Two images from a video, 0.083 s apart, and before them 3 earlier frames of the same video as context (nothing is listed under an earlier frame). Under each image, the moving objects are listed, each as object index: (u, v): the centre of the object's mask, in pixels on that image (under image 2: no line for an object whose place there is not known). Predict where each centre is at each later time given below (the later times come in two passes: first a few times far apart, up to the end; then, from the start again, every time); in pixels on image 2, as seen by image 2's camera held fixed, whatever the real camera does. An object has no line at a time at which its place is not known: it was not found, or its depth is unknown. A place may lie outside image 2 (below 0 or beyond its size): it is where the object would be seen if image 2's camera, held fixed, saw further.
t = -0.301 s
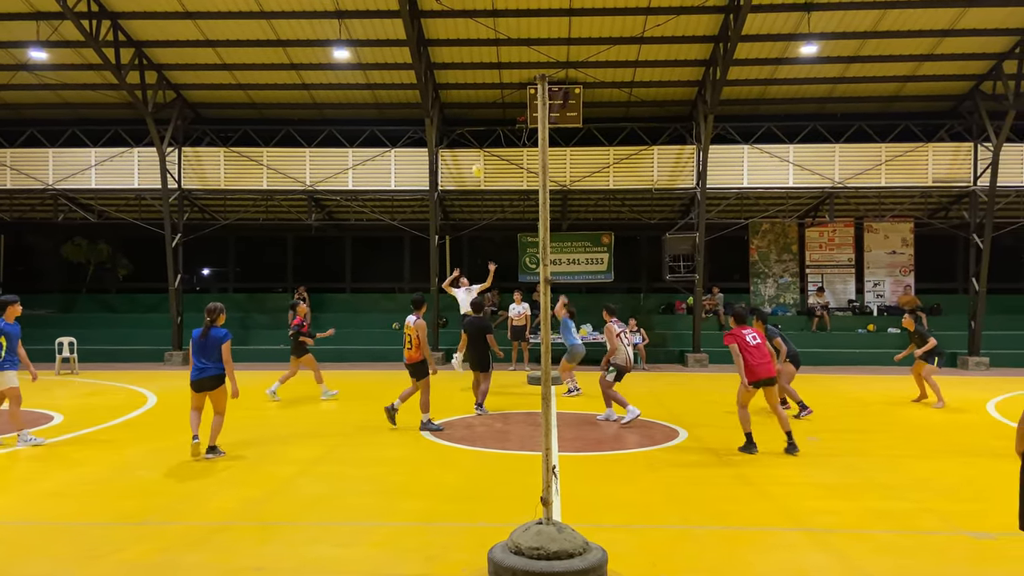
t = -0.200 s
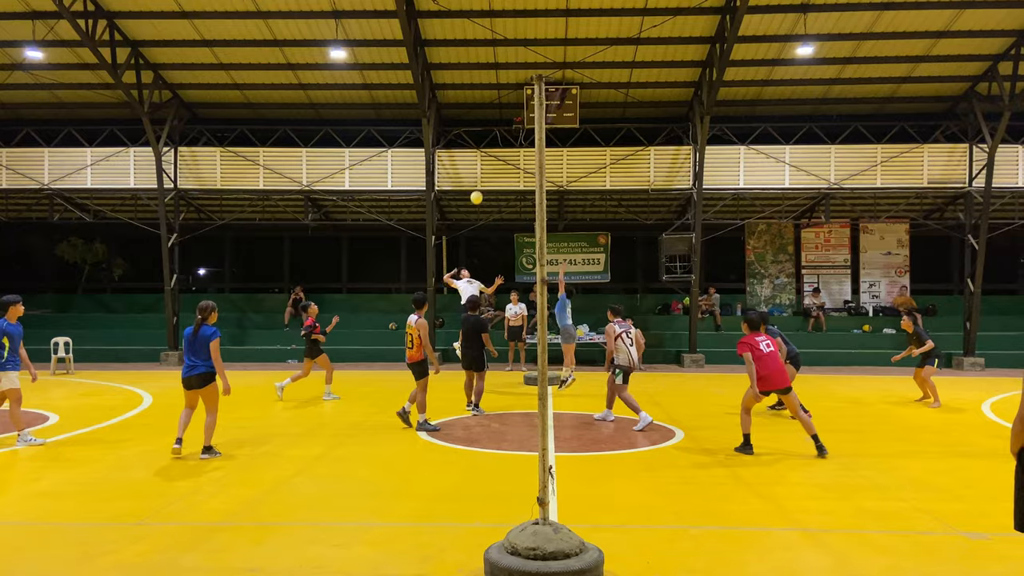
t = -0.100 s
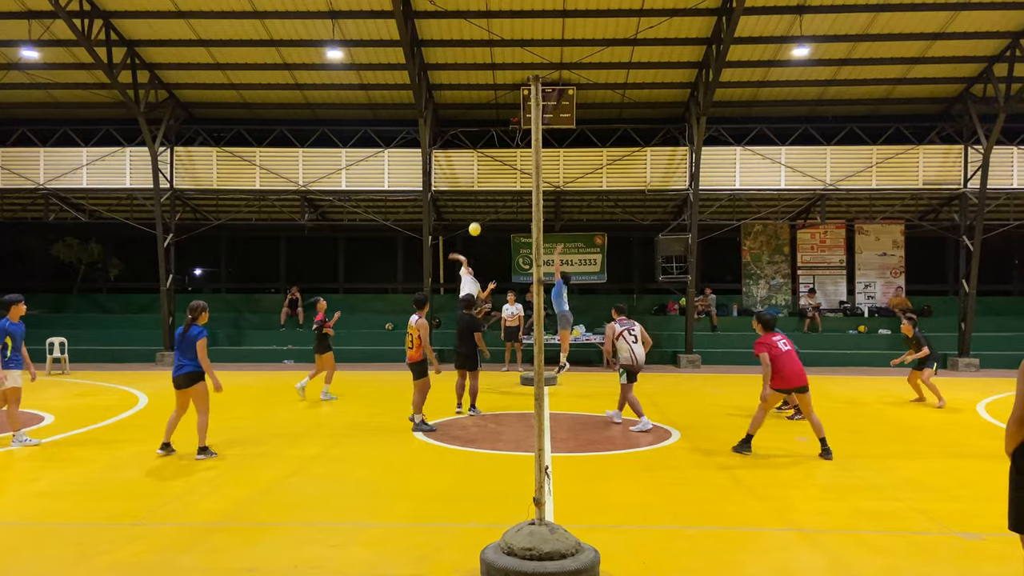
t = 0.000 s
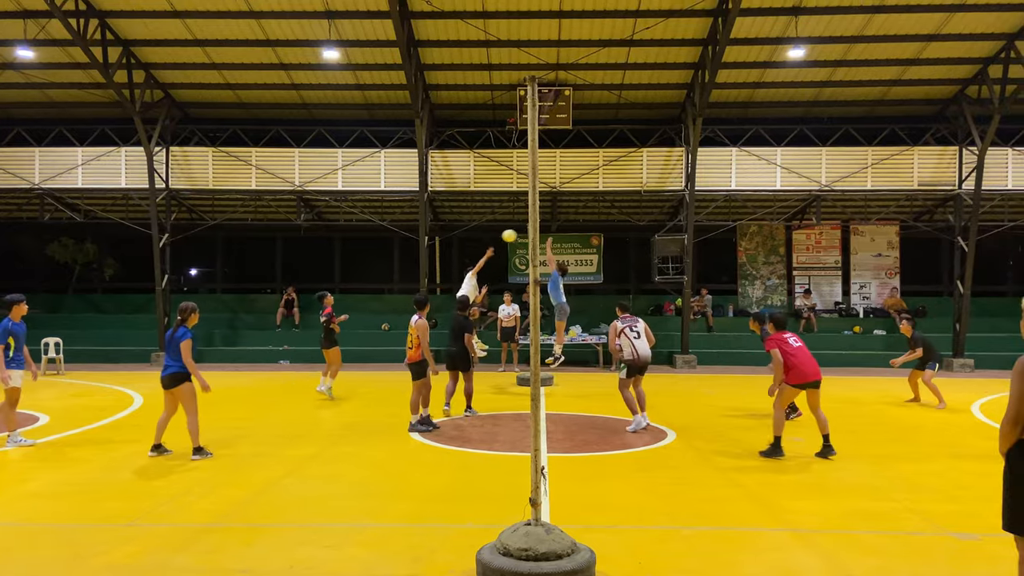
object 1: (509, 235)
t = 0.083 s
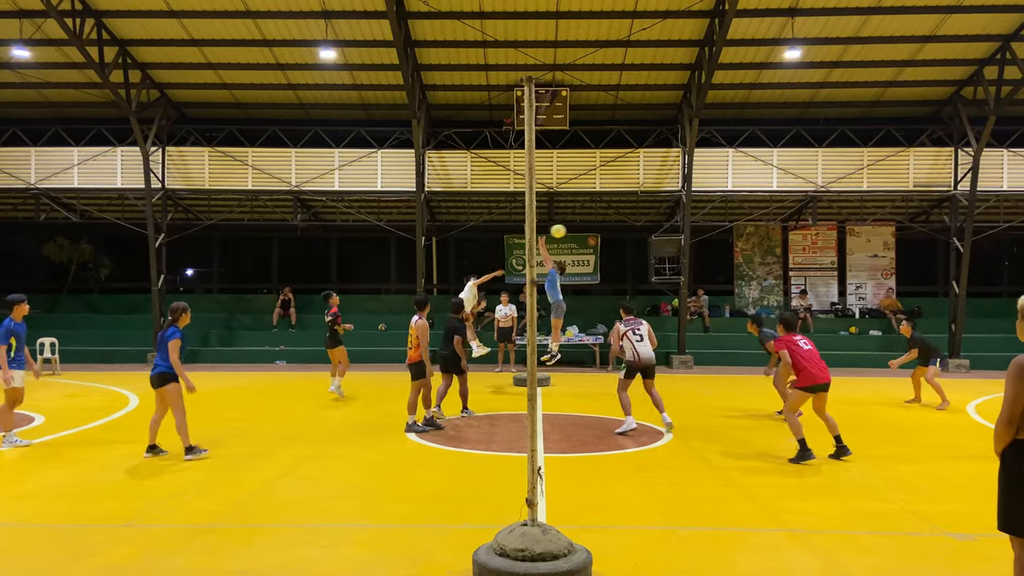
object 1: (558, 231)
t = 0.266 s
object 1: (690, 233)
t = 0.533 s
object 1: (942, 278)
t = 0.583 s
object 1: (1003, 295)
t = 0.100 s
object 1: (569, 230)
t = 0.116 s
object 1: (580, 230)
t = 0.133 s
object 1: (591, 229)
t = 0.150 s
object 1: (602, 229)
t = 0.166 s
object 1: (614, 229)
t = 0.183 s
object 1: (626, 229)
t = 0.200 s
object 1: (638, 229)
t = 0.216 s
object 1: (651, 230)
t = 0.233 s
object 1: (663, 231)
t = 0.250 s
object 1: (676, 232)
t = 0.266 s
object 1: (690, 233)
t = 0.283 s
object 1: (703, 234)
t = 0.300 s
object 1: (717, 235)
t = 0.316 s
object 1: (731, 237)
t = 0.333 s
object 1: (745, 239)
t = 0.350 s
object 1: (759, 240)
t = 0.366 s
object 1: (774, 243)
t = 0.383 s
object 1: (790, 245)
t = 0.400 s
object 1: (805, 247)
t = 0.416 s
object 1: (821, 250)
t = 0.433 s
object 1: (837, 253)
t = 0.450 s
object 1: (853, 256)
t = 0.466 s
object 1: (870, 260)
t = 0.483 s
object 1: (888, 264)
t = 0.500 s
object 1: (905, 268)
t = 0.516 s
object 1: (923, 272)
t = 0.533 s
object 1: (942, 278)
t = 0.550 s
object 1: (962, 283)
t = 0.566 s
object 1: (982, 289)
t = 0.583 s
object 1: (1003, 295)
